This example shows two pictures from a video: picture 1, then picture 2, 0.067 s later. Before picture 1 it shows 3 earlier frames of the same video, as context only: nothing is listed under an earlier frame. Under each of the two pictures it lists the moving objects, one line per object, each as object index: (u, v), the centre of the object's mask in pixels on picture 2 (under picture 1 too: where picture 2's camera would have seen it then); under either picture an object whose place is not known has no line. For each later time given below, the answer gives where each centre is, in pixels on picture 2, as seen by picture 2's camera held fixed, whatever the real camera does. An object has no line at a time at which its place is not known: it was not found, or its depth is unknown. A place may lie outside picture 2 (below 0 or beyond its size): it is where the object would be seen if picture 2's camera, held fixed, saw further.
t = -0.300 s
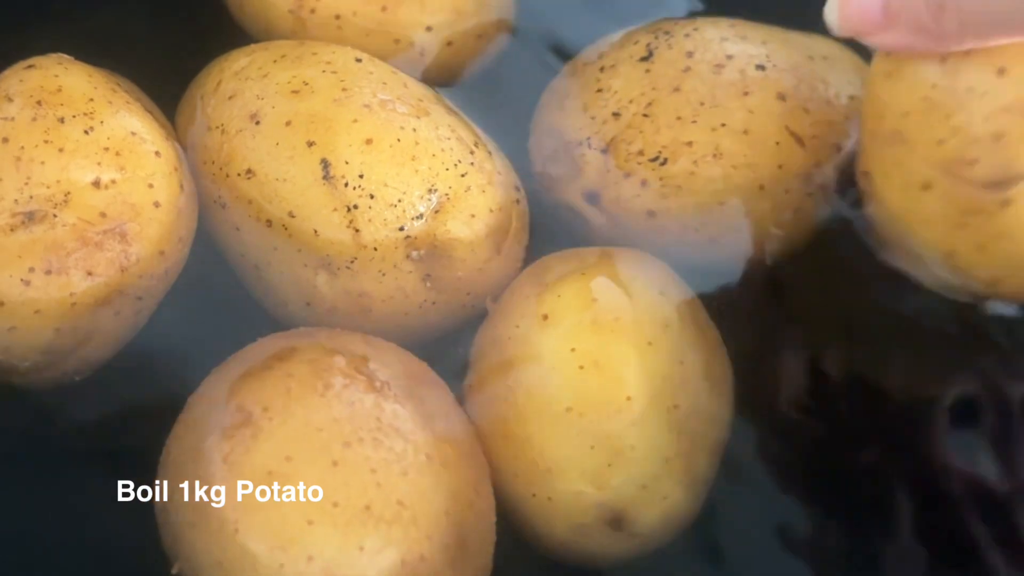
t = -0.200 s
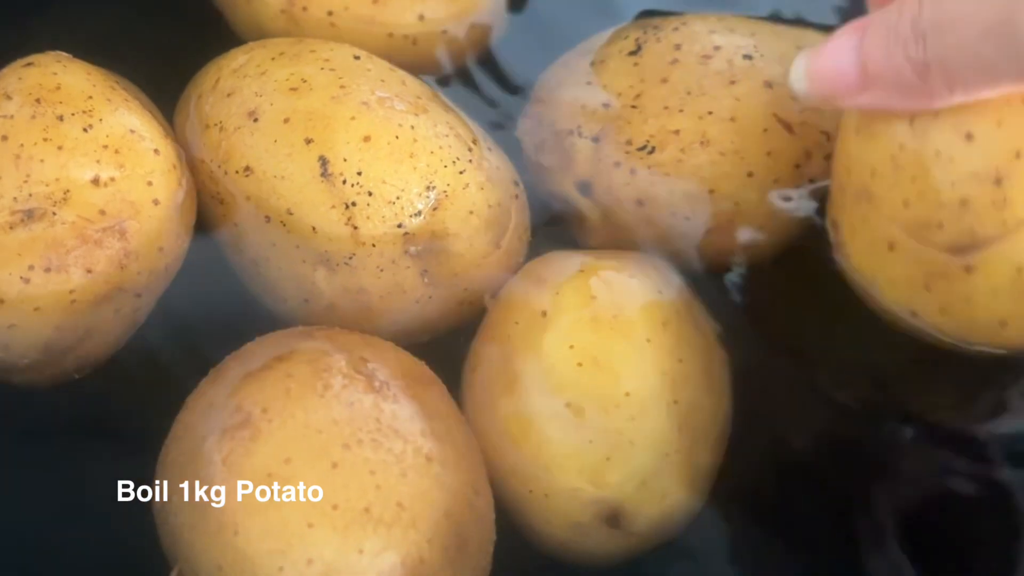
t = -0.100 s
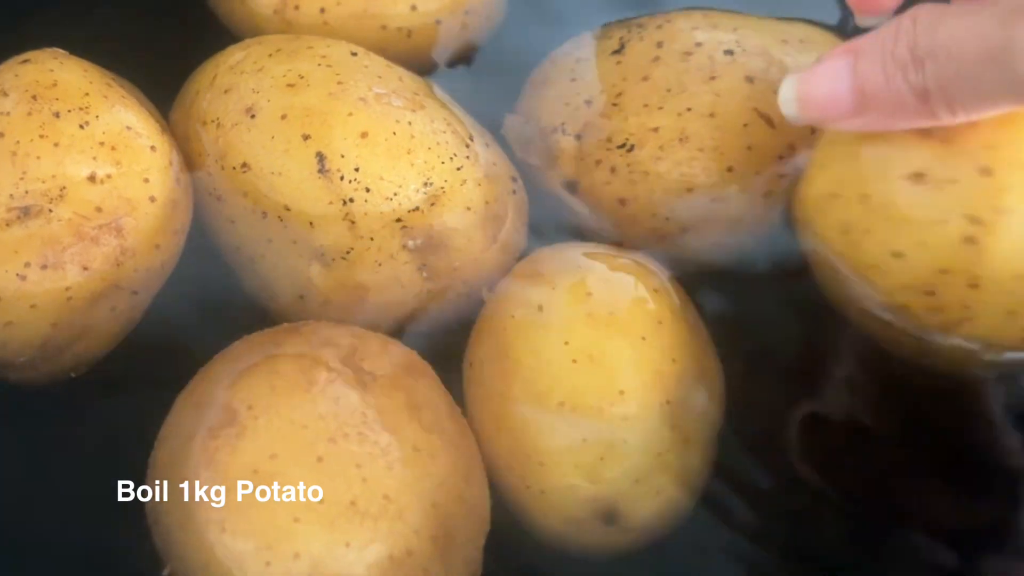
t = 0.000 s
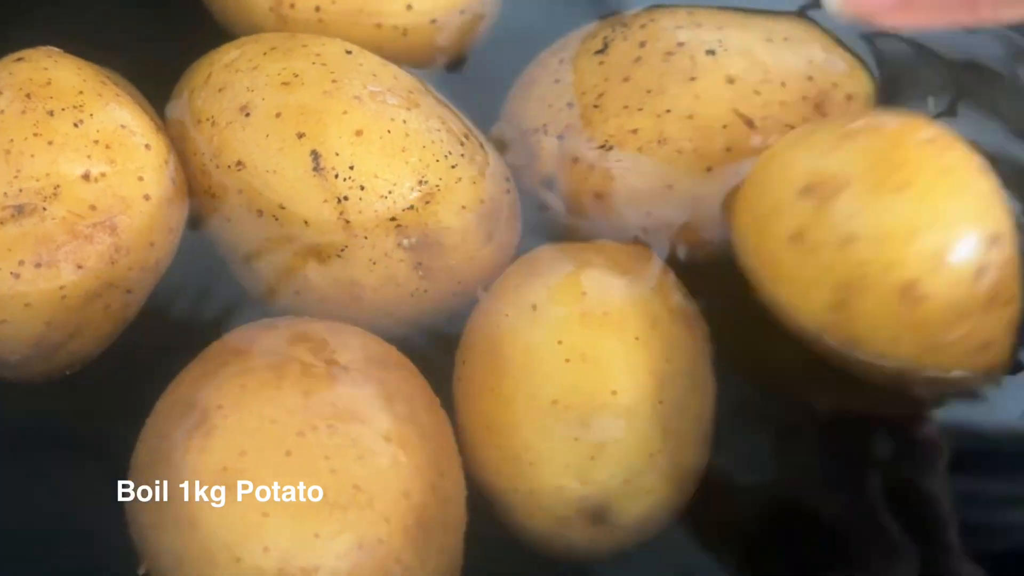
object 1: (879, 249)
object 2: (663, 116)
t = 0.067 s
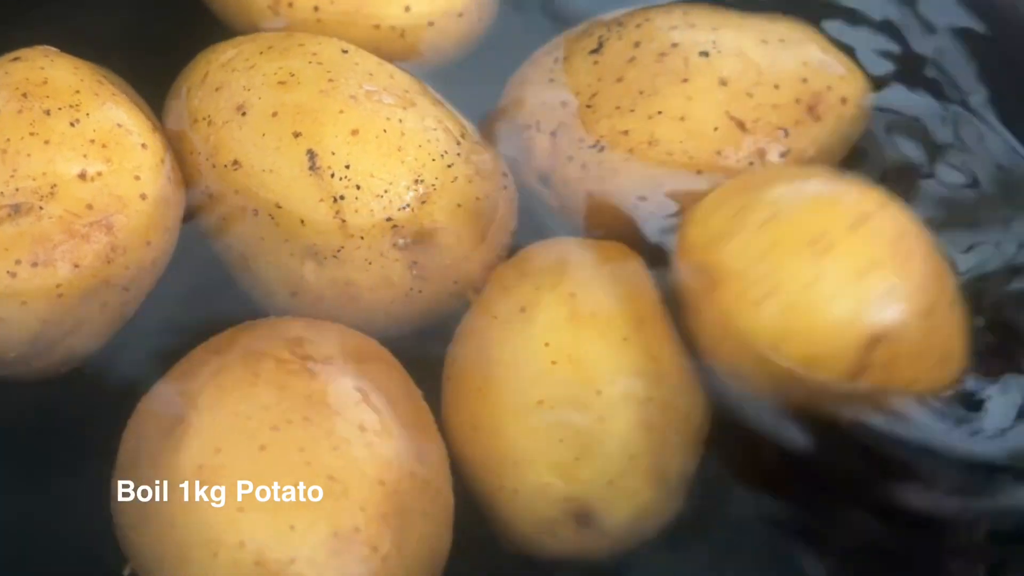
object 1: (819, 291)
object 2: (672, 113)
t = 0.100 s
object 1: (827, 310)
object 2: (679, 117)
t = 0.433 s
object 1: (818, 366)
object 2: (685, 136)
